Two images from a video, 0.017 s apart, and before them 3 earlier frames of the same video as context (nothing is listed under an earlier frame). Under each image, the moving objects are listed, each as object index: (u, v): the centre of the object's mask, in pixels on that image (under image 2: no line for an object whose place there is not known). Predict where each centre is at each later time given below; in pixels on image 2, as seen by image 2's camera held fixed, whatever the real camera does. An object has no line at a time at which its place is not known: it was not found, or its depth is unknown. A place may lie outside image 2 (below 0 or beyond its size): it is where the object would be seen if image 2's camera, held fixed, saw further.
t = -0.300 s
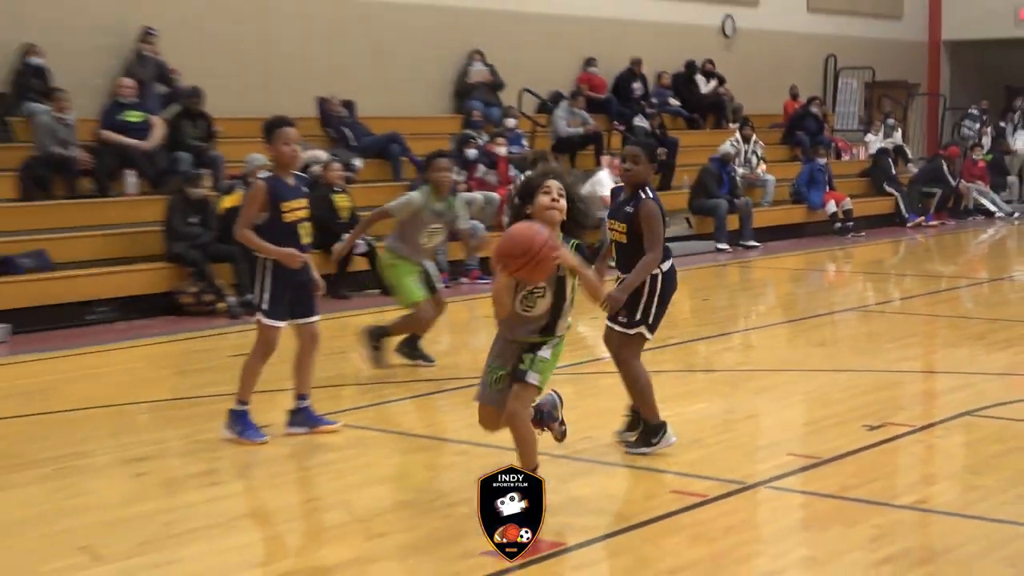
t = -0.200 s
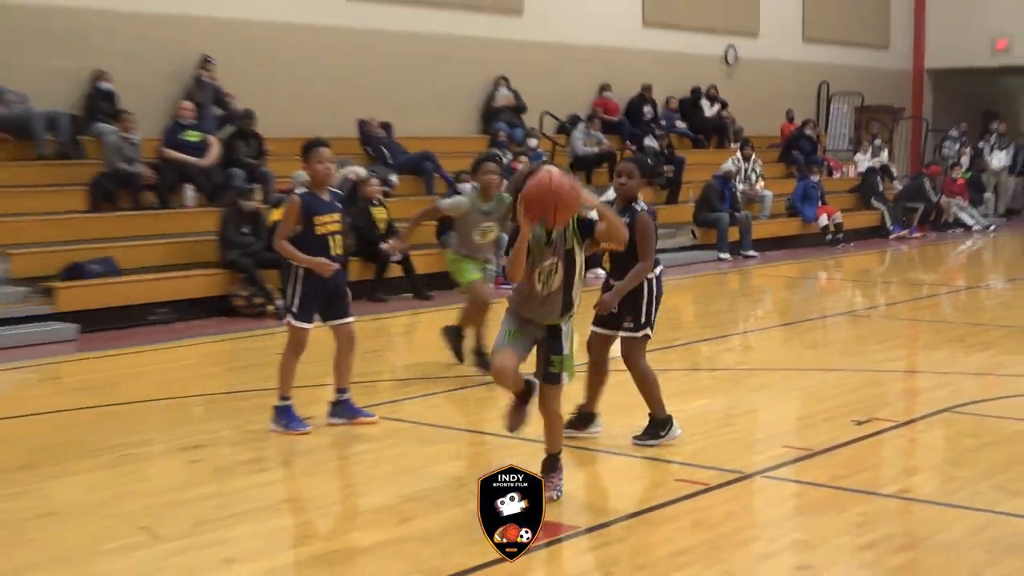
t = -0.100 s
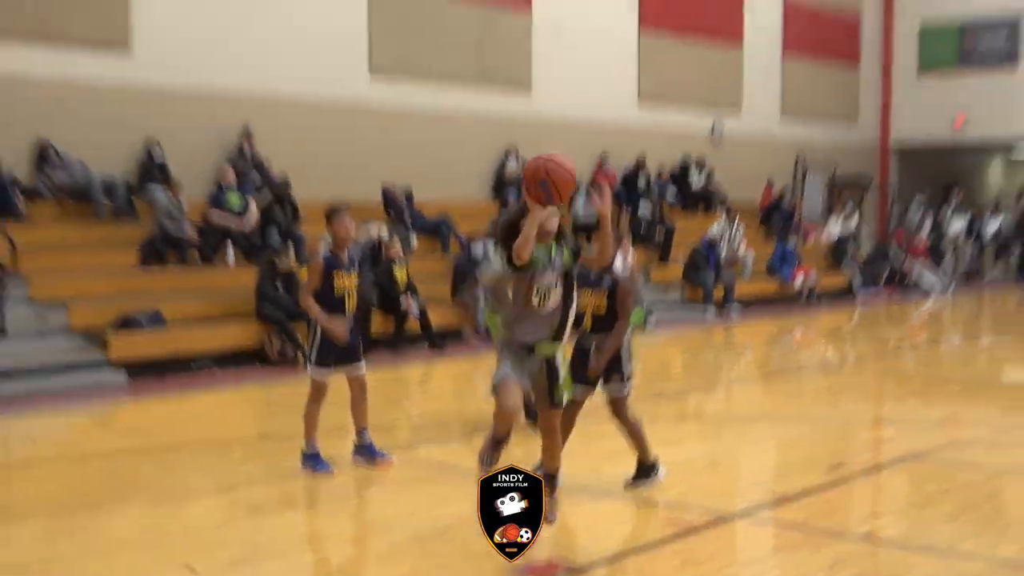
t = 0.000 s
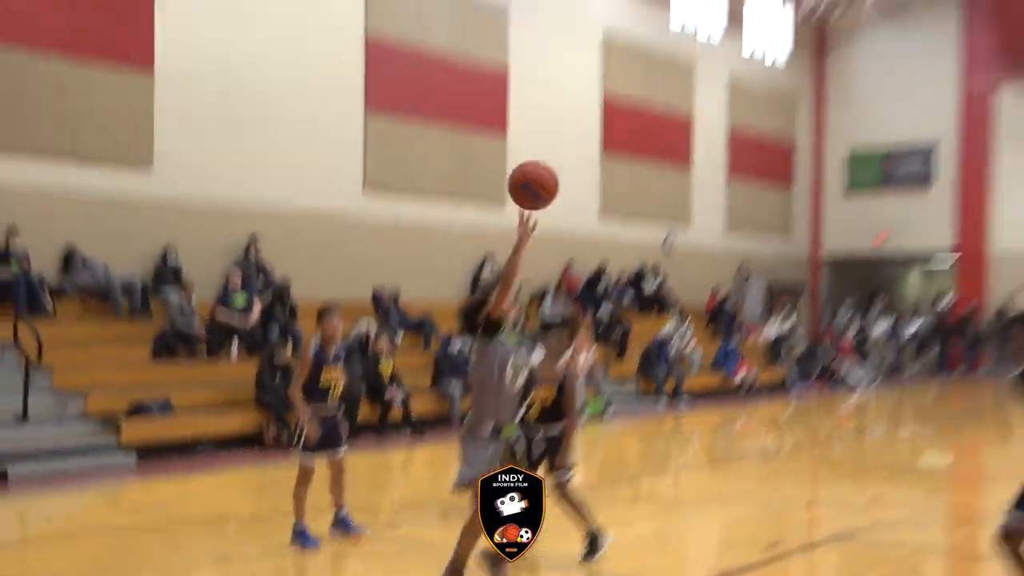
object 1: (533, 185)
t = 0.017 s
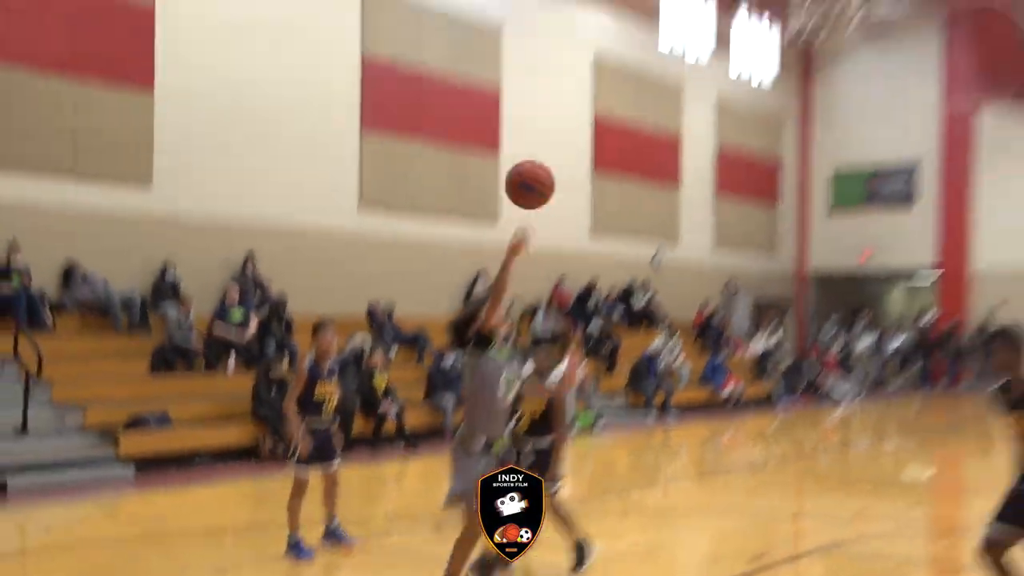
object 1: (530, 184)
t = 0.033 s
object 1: (538, 163)
